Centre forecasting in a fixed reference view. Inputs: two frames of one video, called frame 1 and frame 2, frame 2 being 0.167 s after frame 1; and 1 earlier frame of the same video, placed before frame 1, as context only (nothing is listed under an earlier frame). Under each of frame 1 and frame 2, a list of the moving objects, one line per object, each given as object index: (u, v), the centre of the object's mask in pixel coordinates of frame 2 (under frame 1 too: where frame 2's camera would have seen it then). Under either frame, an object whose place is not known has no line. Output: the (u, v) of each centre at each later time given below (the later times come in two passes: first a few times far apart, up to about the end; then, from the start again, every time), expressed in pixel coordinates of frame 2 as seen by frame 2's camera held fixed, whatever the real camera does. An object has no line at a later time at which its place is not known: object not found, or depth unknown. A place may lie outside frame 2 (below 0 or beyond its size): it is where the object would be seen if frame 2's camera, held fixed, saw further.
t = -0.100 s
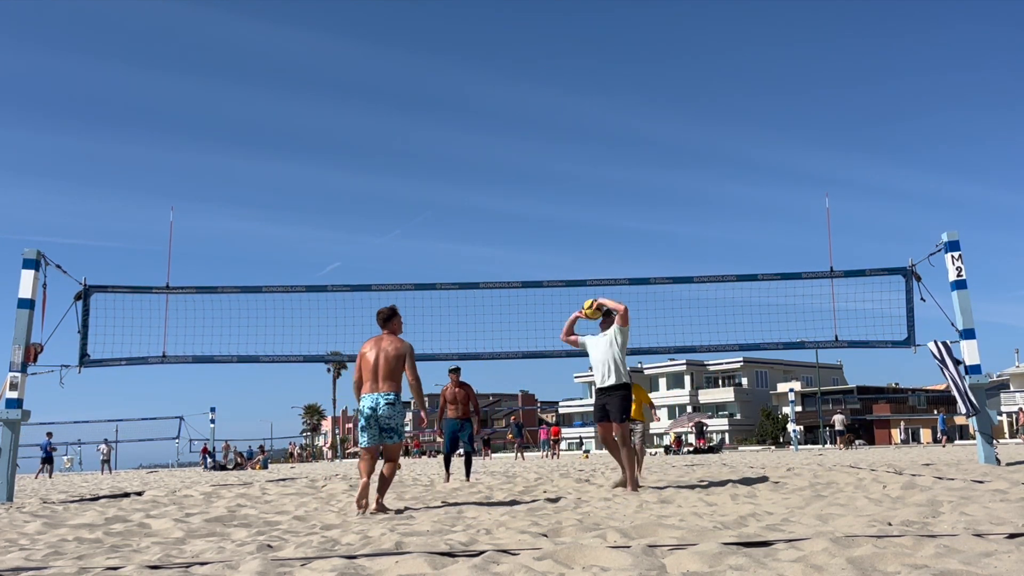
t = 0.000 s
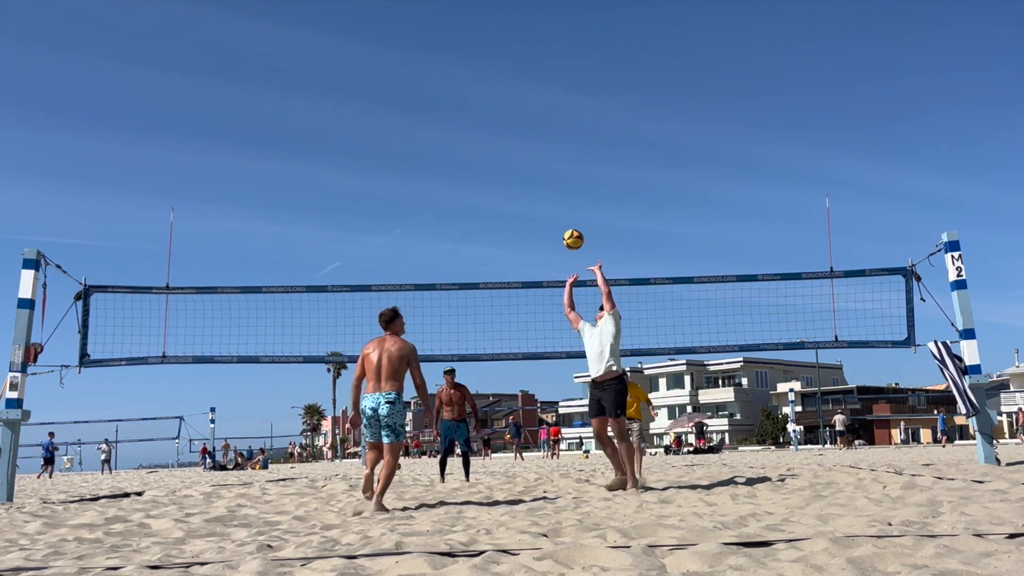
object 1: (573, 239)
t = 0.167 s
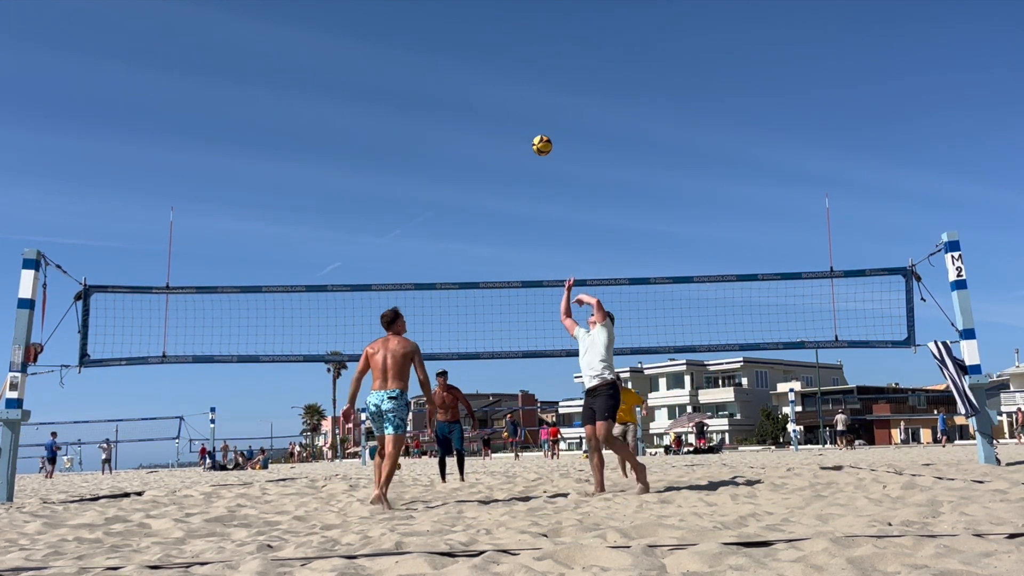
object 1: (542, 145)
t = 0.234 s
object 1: (531, 117)
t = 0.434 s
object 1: (500, 59)
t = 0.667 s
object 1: (472, 39)
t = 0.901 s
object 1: (453, 68)
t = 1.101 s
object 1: (443, 126)
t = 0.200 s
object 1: (536, 130)
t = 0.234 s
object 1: (531, 117)
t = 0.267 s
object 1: (525, 104)
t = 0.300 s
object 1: (520, 93)
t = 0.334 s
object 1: (514, 83)
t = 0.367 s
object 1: (509, 74)
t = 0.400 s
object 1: (504, 66)
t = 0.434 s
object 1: (500, 59)
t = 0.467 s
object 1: (495, 53)
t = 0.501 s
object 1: (491, 48)
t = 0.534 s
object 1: (487, 44)
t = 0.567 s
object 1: (483, 41)
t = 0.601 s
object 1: (479, 40)
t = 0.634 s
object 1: (476, 39)
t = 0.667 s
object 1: (472, 39)
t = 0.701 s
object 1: (469, 41)
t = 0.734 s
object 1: (466, 43)
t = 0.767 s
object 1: (463, 46)
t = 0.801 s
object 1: (460, 50)
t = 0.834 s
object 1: (458, 55)
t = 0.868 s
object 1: (455, 61)
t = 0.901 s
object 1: (453, 68)
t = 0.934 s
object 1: (451, 75)
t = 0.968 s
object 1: (449, 84)
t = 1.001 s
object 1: (447, 93)
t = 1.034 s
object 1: (446, 103)
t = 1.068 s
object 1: (444, 114)
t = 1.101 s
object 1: (443, 126)
